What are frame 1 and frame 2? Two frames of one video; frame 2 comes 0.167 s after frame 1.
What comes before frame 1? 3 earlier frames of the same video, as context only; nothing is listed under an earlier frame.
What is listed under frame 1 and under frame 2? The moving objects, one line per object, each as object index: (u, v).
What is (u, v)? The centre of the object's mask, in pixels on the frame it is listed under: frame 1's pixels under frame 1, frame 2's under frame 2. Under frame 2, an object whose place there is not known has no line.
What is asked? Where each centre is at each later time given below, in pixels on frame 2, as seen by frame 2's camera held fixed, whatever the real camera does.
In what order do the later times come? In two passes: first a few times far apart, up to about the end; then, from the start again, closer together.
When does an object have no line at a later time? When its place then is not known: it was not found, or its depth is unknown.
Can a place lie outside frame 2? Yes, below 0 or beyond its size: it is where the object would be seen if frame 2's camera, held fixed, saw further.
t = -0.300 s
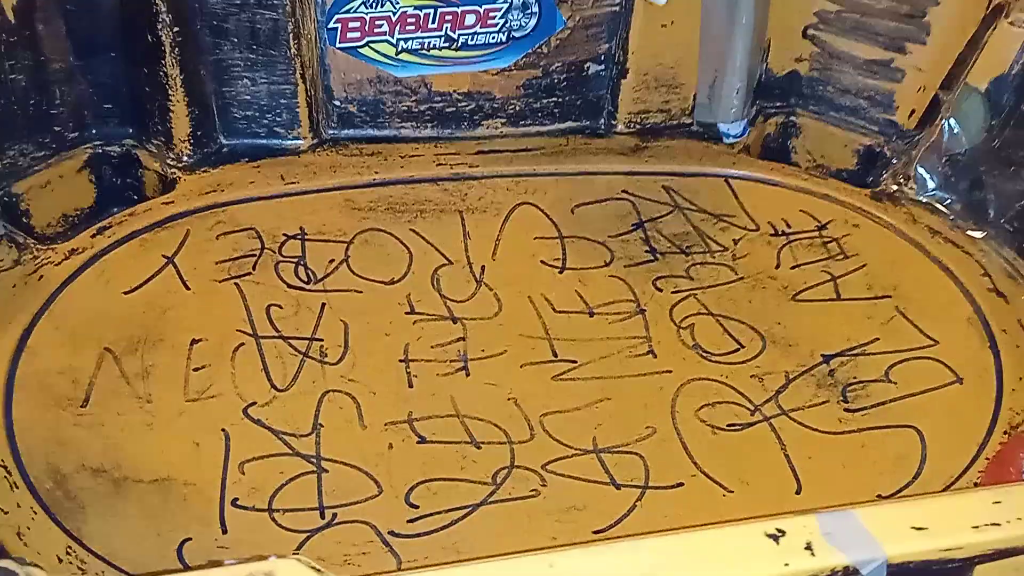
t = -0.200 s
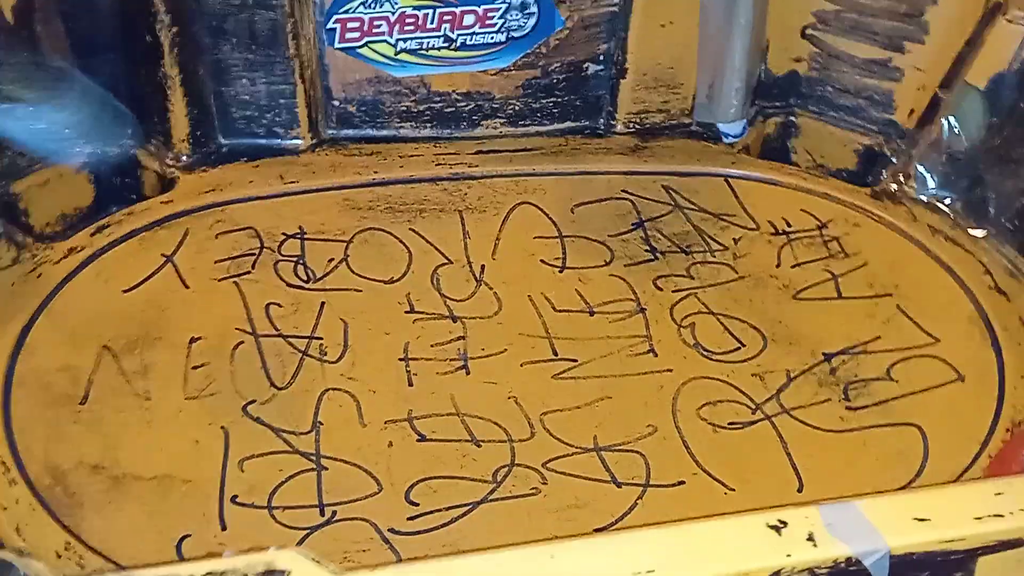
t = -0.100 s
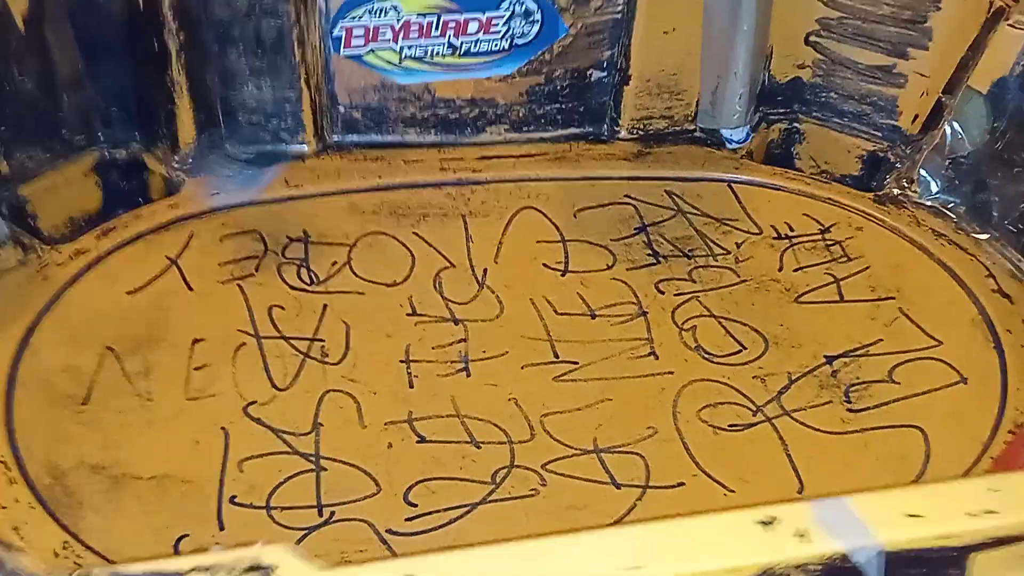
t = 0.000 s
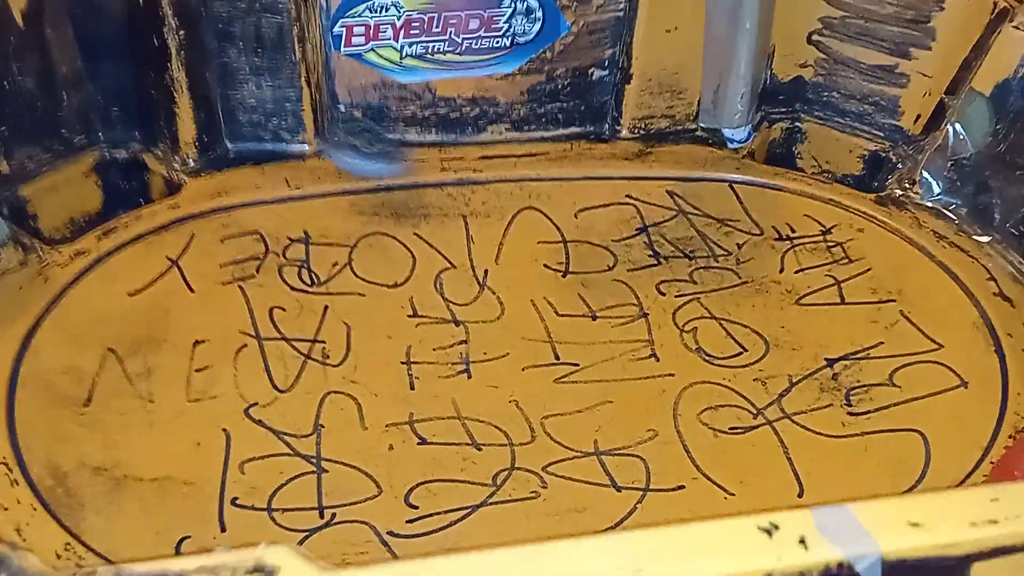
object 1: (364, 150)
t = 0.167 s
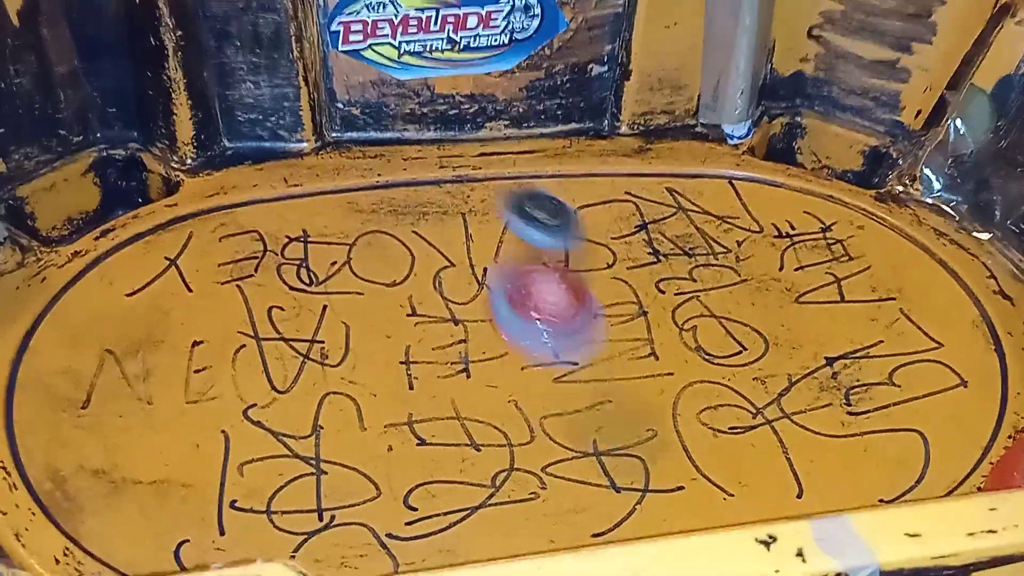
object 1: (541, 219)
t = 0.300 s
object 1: (625, 295)
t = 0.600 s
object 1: (613, 306)
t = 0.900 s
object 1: (438, 140)
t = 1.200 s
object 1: (244, 265)
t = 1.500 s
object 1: (521, 445)
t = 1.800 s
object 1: (770, 267)
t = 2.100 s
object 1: (510, 176)
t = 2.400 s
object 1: (336, 391)
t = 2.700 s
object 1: (237, 533)
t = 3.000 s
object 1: (593, 448)
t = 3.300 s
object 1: (443, 368)
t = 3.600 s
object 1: (212, 455)
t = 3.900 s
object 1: (446, 412)
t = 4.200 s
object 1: (239, 369)
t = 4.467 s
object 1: (98, 466)
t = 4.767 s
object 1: (402, 441)
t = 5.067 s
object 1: (419, 264)
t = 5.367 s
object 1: (232, 190)
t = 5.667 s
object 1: (199, 290)
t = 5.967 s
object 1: (406, 306)
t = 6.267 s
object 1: (485, 207)
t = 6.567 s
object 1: (347, 222)
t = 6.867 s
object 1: (567, 249)
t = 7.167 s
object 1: (571, 184)
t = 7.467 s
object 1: (550, 295)
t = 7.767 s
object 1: (703, 292)
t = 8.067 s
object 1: (645, 261)
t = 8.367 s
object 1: (574, 326)
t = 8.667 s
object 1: (663, 396)
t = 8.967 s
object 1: (594, 330)
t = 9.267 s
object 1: (466, 361)
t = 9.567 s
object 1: (557, 335)
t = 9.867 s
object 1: (536, 293)
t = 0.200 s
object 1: (570, 242)
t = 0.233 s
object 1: (592, 262)
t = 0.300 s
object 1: (625, 295)
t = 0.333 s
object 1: (639, 315)
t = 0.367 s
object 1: (646, 327)
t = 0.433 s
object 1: (650, 346)
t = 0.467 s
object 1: (646, 350)
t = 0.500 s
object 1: (640, 350)
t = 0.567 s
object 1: (622, 329)
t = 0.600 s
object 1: (613, 306)
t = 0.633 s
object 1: (605, 280)
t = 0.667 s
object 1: (596, 251)
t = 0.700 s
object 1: (584, 225)
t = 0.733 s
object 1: (567, 202)
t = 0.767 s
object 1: (546, 180)
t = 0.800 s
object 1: (519, 160)
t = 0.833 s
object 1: (487, 145)
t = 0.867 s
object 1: (462, 139)
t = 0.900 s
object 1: (438, 140)
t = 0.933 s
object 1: (413, 148)
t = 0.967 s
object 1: (390, 154)
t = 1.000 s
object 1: (364, 158)
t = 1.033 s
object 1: (336, 168)
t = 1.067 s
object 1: (304, 187)
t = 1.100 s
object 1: (275, 206)
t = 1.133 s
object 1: (256, 226)
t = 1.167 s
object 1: (245, 245)
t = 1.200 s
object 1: (244, 265)
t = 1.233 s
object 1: (253, 287)
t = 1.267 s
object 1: (269, 307)
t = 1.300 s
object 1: (293, 333)
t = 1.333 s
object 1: (318, 359)
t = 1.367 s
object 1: (347, 389)
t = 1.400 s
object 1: (379, 414)
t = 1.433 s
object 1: (422, 434)
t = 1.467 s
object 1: (466, 443)
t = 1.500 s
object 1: (521, 445)
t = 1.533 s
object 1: (573, 440)
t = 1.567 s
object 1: (620, 428)
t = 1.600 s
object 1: (664, 416)
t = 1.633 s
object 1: (703, 397)
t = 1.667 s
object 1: (732, 373)
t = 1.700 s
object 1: (753, 348)
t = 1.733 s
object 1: (767, 319)
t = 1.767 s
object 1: (772, 294)
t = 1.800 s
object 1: (770, 267)
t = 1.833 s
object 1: (759, 241)
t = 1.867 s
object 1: (743, 216)
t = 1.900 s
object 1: (721, 194)
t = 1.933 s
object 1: (693, 175)
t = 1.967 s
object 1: (659, 161)
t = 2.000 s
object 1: (625, 155)
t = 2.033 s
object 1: (586, 161)
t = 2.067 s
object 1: (547, 166)
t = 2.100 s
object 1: (510, 176)
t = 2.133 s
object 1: (475, 187)
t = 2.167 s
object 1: (440, 200)
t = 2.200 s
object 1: (408, 216)
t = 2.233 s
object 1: (380, 237)
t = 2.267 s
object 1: (359, 261)
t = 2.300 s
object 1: (348, 290)
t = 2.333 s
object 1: (344, 324)
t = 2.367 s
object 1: (348, 358)
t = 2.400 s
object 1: (336, 391)
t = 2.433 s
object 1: (279, 422)
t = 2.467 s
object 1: (226, 453)
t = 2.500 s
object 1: (186, 483)
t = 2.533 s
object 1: (157, 512)
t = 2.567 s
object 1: (144, 528)
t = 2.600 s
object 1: (151, 534)
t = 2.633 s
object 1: (172, 537)
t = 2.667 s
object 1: (202, 537)
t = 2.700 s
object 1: (237, 533)
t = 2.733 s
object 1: (280, 527)
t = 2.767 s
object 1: (321, 523)
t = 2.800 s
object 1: (361, 519)
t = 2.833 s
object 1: (403, 511)
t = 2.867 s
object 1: (445, 504)
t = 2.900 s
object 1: (491, 496)
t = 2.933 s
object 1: (530, 486)
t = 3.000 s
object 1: (593, 448)
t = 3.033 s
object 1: (613, 426)
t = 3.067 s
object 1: (622, 405)
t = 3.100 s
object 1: (625, 381)
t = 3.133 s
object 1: (620, 360)
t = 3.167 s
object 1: (608, 337)
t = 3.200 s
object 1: (584, 324)
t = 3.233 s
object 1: (541, 331)
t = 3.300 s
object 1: (443, 368)
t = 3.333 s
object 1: (404, 373)
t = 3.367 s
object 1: (365, 378)
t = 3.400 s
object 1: (328, 385)
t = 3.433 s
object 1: (295, 394)
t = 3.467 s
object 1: (262, 405)
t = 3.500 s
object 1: (236, 416)
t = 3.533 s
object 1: (217, 428)
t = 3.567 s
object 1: (209, 442)
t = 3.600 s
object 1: (212, 455)
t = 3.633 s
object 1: (227, 467)
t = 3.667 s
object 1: (250, 475)
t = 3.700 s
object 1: (282, 480)
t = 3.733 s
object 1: (317, 480)
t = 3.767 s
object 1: (351, 474)
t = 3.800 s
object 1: (383, 465)
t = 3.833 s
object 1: (411, 450)
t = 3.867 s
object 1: (431, 432)
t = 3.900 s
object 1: (446, 412)
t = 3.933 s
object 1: (455, 391)
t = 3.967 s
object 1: (459, 371)
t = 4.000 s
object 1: (457, 351)
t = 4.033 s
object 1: (430, 340)
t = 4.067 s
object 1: (384, 343)
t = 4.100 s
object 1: (342, 348)
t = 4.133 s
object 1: (308, 355)
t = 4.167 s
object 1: (272, 363)
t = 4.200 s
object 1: (239, 369)
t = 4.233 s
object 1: (203, 374)
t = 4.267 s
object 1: (170, 379)
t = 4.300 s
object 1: (137, 387)
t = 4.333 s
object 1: (110, 397)
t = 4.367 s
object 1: (93, 410)
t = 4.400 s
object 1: (82, 427)
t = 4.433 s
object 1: (86, 447)
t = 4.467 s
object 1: (98, 466)
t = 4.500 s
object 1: (119, 481)
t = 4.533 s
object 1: (148, 493)
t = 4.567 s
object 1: (183, 500)
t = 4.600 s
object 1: (223, 499)
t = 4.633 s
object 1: (266, 495)
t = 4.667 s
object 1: (307, 485)
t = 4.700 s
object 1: (344, 473)
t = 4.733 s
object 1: (375, 460)
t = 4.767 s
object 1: (402, 441)
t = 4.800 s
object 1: (424, 422)
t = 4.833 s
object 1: (440, 401)
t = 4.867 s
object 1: (449, 381)
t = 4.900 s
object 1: (455, 360)
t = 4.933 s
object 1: (455, 340)
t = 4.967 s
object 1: (452, 319)
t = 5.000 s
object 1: (445, 299)
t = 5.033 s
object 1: (434, 281)
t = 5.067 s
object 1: (419, 264)
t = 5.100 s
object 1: (401, 249)
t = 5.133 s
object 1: (383, 237)
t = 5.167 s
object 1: (366, 228)
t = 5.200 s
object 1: (348, 219)
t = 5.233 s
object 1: (329, 211)
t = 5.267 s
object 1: (308, 203)
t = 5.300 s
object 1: (284, 196)
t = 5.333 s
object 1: (259, 192)
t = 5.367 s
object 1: (232, 190)
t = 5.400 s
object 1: (209, 194)
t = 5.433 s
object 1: (186, 207)
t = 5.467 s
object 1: (168, 219)
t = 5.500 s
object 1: (156, 232)
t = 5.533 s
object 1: (152, 247)
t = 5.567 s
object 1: (155, 263)
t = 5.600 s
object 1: (164, 274)
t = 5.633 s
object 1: (180, 285)
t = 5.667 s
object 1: (199, 290)
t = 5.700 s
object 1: (220, 294)
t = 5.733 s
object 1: (243, 300)
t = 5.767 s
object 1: (264, 307)
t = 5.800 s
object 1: (288, 316)
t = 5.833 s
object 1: (313, 324)
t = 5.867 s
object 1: (335, 314)
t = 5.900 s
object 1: (358, 306)
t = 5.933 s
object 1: (381, 304)
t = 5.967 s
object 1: (406, 306)
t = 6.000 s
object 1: (428, 305)
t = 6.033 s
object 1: (449, 299)
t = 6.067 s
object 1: (466, 289)
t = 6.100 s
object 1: (480, 278)
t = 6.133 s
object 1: (490, 264)
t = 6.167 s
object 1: (495, 248)
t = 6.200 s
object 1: (496, 234)
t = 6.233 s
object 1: (493, 220)
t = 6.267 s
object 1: (485, 207)
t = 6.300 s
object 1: (474, 198)
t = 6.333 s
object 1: (459, 189)
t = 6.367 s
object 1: (443, 185)
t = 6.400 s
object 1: (424, 183)
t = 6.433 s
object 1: (405, 184)
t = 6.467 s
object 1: (385, 188)
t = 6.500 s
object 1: (368, 196)
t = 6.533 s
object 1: (354, 207)
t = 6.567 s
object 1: (347, 222)
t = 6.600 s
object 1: (351, 238)
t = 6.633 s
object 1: (364, 255)
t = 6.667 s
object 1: (381, 275)
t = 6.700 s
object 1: (405, 297)
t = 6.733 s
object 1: (438, 297)
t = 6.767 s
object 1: (480, 282)
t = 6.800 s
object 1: (514, 268)
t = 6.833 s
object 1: (544, 258)
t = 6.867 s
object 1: (567, 249)
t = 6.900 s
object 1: (583, 240)
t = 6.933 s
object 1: (595, 231)
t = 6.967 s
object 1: (603, 220)
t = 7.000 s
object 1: (607, 210)
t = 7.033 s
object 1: (606, 200)
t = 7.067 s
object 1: (601, 191)
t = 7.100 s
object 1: (593, 186)
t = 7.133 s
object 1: (583, 183)
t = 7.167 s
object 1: (571, 184)
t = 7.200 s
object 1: (559, 187)
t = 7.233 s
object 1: (547, 194)
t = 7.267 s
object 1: (537, 204)
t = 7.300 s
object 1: (528, 216)
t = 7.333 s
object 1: (524, 230)
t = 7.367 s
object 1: (524, 246)
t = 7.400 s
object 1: (529, 263)
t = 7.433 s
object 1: (537, 279)
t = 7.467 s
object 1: (550, 295)
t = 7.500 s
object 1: (567, 310)
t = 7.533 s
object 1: (585, 320)
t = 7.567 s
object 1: (609, 320)
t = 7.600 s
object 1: (628, 316)
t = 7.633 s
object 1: (647, 313)
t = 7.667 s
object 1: (664, 310)
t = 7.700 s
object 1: (679, 305)
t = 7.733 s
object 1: (691, 299)
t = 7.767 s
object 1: (703, 292)
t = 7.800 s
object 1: (711, 285)
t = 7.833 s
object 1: (715, 278)
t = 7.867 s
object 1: (715, 271)
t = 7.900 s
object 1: (712, 264)
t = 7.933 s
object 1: (704, 259)
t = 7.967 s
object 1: (693, 257)
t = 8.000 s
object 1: (678, 256)
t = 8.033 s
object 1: (661, 257)
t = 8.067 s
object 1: (645, 261)
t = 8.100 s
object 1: (627, 268)
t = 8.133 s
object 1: (609, 278)
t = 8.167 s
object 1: (595, 287)
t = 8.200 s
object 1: (594, 286)
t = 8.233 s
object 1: (591, 289)
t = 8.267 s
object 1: (585, 295)
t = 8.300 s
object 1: (579, 305)
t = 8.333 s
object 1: (574, 315)
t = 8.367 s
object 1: (574, 326)
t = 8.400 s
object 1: (578, 338)
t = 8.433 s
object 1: (585, 351)
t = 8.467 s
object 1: (591, 364)
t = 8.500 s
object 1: (596, 378)
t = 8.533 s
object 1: (604, 387)
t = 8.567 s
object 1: (617, 394)
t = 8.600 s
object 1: (632, 398)
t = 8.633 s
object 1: (648, 398)
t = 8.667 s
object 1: (663, 396)
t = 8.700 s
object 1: (675, 390)
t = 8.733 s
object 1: (681, 382)
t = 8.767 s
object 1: (681, 373)
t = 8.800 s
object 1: (676, 363)
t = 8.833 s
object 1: (666, 353)
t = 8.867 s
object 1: (653, 344)
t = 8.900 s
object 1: (636, 336)
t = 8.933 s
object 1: (615, 332)
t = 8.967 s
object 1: (594, 330)
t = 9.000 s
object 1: (574, 332)
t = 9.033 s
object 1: (556, 336)
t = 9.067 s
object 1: (537, 341)
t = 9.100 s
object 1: (518, 346)
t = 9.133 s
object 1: (498, 351)
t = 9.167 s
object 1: (480, 356)
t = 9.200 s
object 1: (479, 357)
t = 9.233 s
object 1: (476, 358)
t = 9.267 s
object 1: (466, 361)
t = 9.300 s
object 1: (453, 365)
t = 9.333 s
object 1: (465, 364)
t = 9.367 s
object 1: (496, 361)
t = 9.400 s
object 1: (516, 357)
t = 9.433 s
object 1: (530, 354)
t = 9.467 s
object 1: (539, 350)
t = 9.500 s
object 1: (546, 345)
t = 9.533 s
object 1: (552, 340)
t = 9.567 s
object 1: (557, 335)
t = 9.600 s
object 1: (562, 331)
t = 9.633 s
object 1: (568, 327)
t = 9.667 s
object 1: (572, 322)
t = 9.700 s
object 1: (575, 318)
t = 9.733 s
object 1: (578, 313)
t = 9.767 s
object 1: (574, 308)
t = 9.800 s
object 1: (564, 302)
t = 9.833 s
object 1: (551, 297)
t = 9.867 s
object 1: (536, 293)
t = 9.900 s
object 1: (520, 291)
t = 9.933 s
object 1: (504, 290)
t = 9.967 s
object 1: (486, 292)
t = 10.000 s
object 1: (472, 295)
